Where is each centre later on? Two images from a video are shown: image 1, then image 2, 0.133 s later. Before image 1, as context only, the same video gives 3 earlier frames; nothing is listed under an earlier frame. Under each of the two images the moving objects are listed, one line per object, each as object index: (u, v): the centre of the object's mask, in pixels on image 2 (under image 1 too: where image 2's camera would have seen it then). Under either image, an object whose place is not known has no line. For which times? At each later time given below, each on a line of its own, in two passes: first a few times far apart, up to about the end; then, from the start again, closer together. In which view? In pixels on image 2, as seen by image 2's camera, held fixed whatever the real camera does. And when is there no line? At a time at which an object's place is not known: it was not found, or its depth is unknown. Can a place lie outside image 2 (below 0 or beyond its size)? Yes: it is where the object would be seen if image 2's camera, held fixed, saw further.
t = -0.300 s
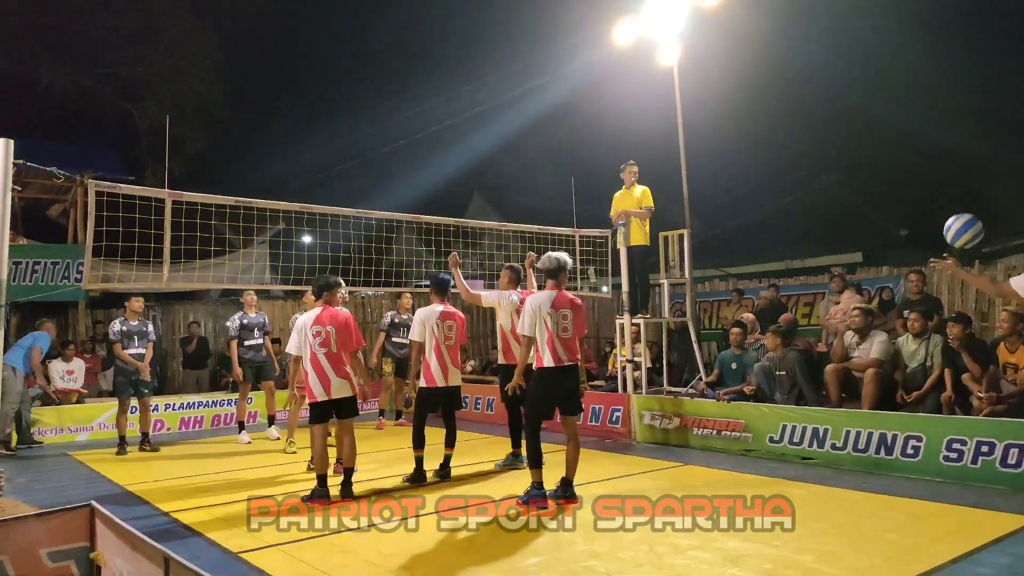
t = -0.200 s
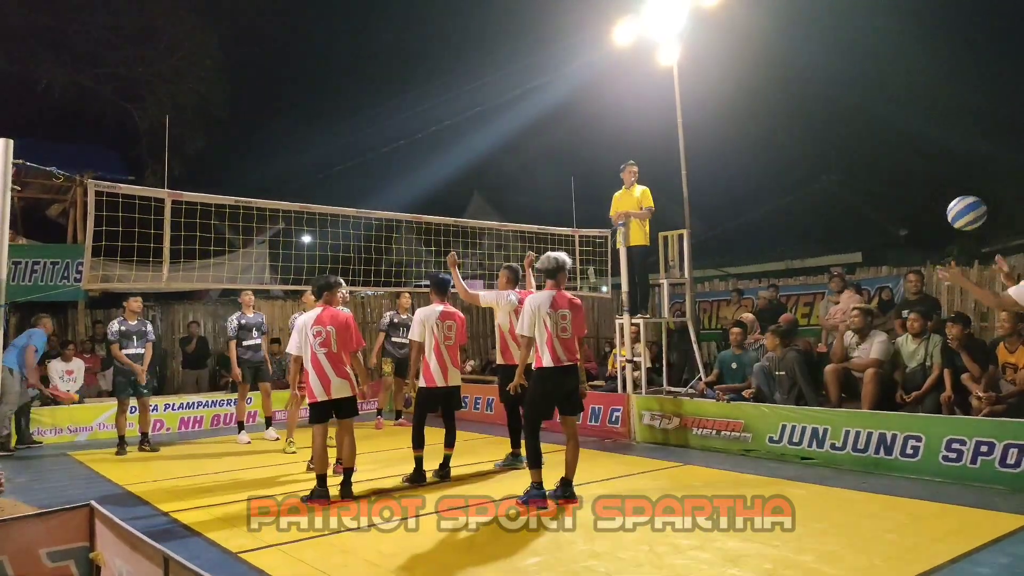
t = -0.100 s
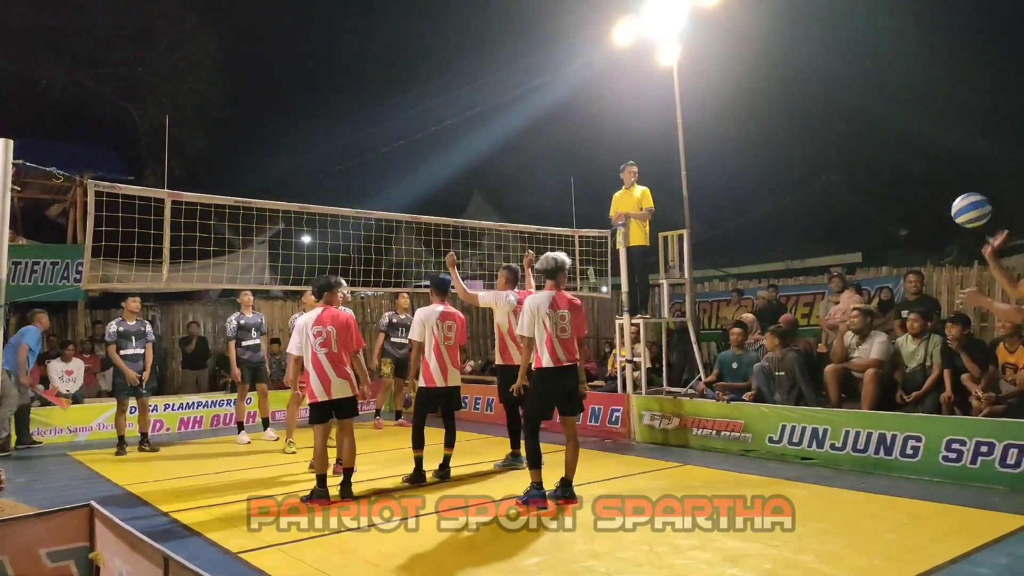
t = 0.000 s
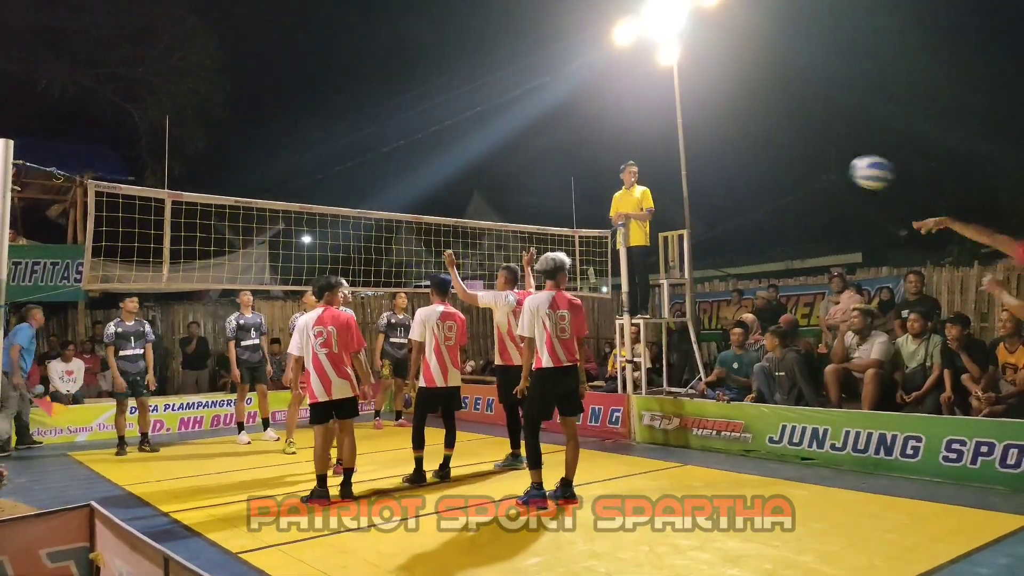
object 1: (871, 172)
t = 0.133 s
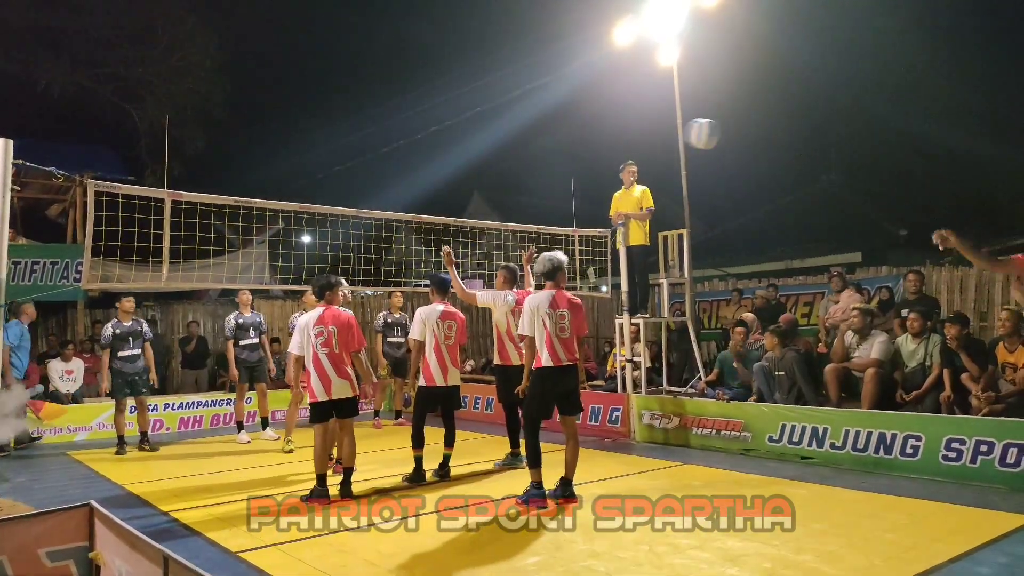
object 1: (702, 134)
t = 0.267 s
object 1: (572, 127)
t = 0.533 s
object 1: (387, 169)
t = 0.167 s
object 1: (664, 130)
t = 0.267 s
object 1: (572, 127)
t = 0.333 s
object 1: (519, 132)
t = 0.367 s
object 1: (493, 135)
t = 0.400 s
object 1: (470, 139)
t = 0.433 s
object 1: (448, 145)
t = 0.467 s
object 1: (426, 152)
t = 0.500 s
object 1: (407, 160)
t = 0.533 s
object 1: (387, 169)
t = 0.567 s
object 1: (369, 179)
